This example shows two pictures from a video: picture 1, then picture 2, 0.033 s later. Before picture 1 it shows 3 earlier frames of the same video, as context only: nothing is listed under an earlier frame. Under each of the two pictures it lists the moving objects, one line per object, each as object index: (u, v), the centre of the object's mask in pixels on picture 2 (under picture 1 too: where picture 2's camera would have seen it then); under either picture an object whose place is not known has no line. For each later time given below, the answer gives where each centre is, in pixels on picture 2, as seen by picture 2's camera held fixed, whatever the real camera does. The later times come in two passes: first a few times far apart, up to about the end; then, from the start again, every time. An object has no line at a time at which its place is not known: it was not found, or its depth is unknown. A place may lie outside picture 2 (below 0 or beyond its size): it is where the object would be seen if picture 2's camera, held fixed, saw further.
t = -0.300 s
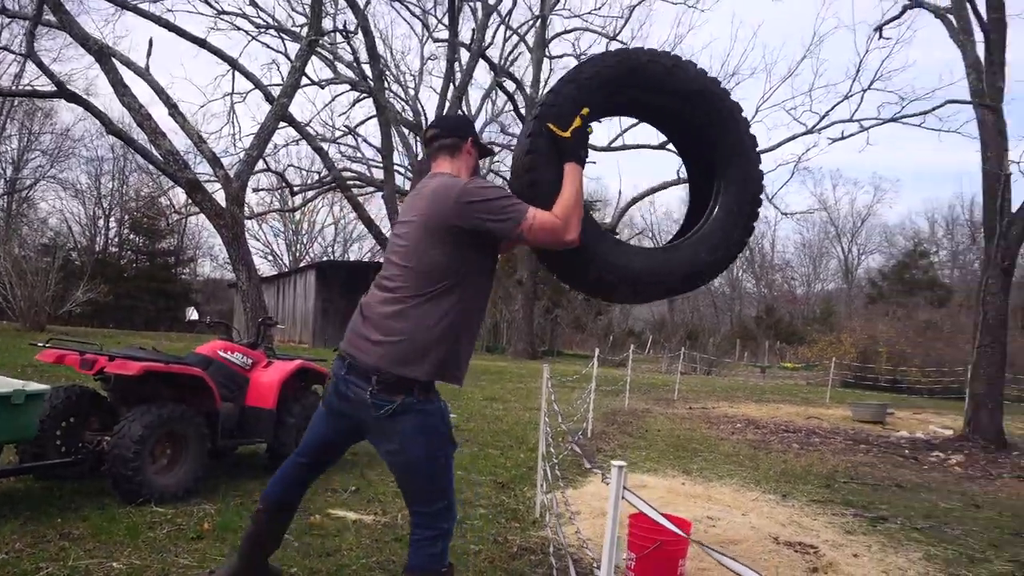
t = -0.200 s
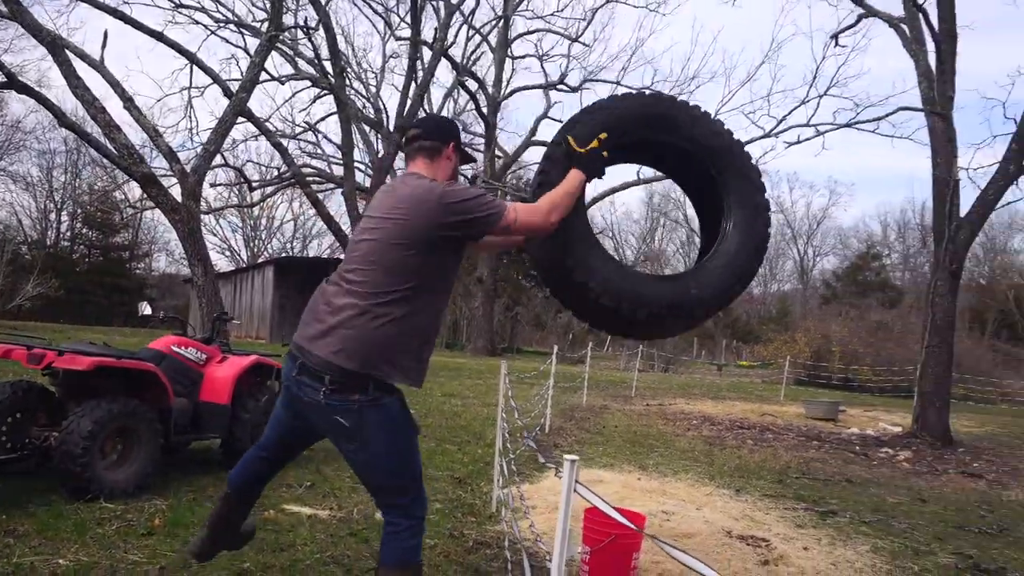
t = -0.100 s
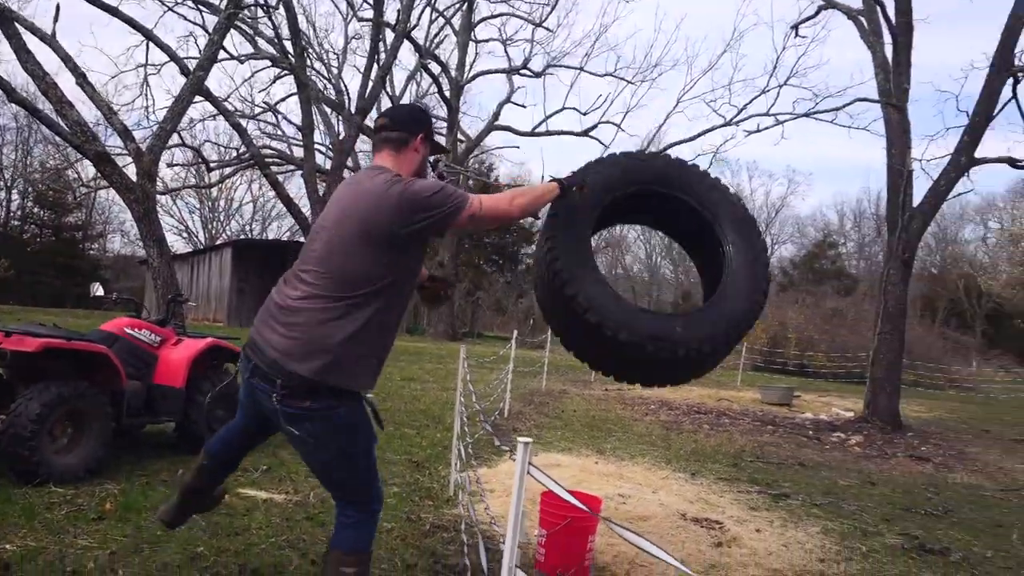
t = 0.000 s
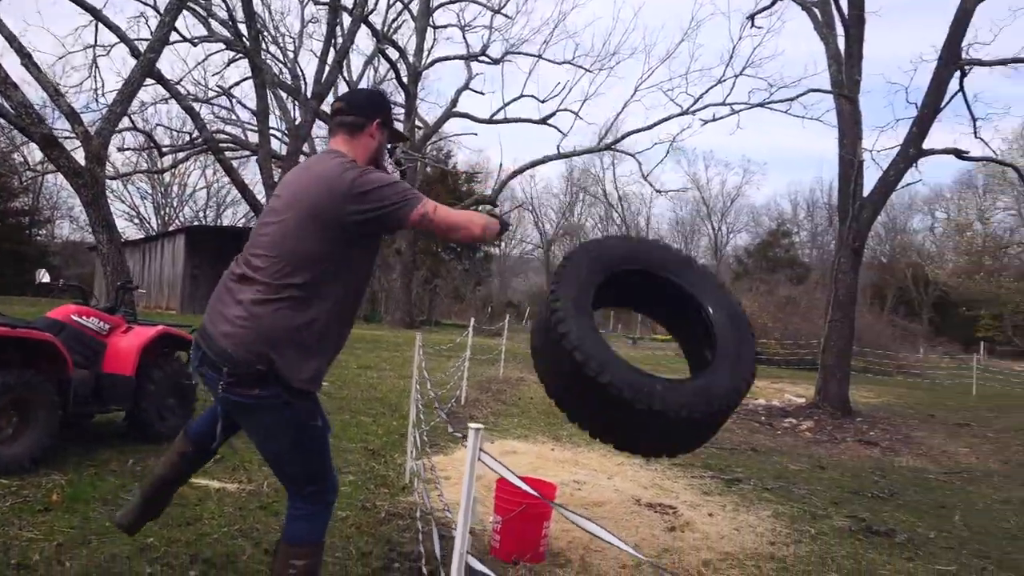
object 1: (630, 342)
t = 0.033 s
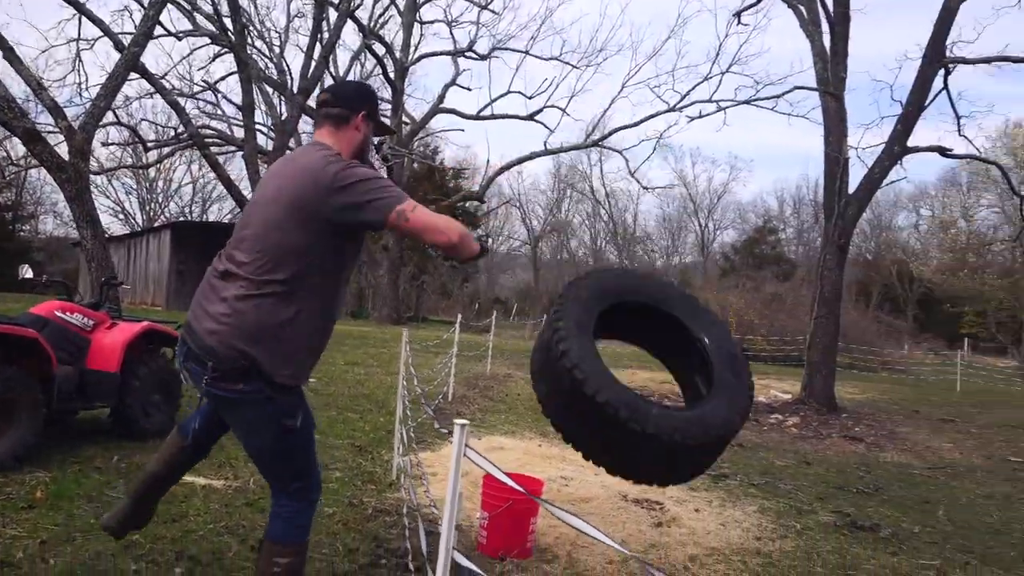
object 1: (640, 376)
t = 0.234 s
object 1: (690, 542)
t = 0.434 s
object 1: (658, 487)
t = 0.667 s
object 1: (620, 459)
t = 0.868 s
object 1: (600, 454)
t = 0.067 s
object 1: (651, 412)
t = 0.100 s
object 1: (661, 451)
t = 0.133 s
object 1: (672, 486)
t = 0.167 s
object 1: (683, 513)
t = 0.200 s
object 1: (688, 539)
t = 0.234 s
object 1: (690, 542)
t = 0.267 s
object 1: (692, 544)
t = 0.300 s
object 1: (687, 531)
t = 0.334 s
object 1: (679, 518)
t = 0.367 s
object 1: (672, 506)
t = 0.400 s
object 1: (665, 495)
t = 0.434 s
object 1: (658, 487)
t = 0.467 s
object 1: (652, 479)
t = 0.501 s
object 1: (646, 473)
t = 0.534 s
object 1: (640, 469)
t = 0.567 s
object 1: (631, 470)
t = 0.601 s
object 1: (628, 463)
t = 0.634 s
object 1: (624, 461)
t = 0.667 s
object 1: (620, 459)
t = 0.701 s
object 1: (616, 457)
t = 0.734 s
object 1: (613, 455)
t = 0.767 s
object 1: (607, 459)
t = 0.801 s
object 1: (608, 450)
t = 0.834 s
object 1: (603, 455)
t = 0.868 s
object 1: (600, 454)
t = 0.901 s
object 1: (600, 447)
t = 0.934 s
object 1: (598, 446)
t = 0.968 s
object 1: (596, 447)
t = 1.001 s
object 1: (595, 448)
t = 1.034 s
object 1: (591, 459)
